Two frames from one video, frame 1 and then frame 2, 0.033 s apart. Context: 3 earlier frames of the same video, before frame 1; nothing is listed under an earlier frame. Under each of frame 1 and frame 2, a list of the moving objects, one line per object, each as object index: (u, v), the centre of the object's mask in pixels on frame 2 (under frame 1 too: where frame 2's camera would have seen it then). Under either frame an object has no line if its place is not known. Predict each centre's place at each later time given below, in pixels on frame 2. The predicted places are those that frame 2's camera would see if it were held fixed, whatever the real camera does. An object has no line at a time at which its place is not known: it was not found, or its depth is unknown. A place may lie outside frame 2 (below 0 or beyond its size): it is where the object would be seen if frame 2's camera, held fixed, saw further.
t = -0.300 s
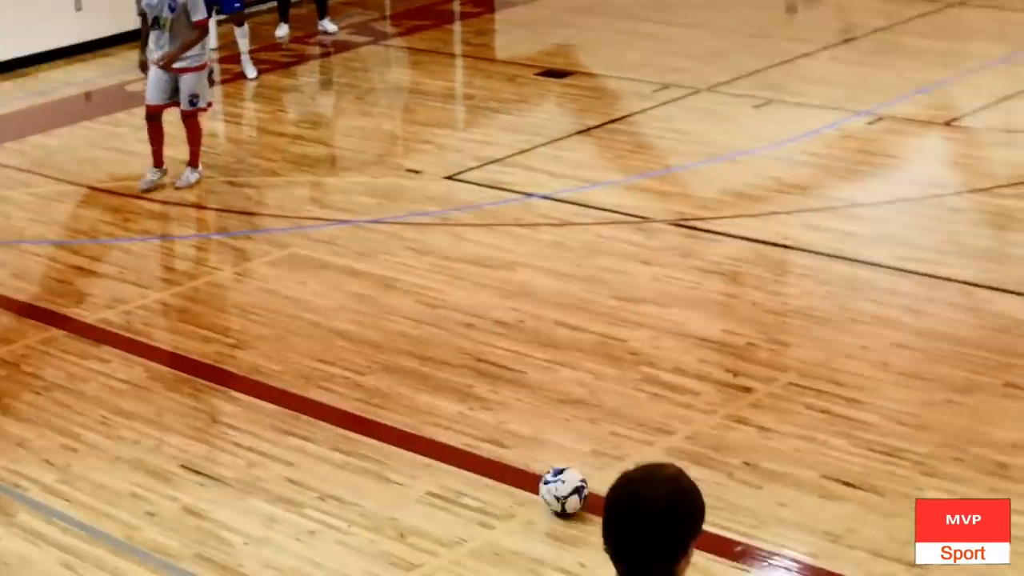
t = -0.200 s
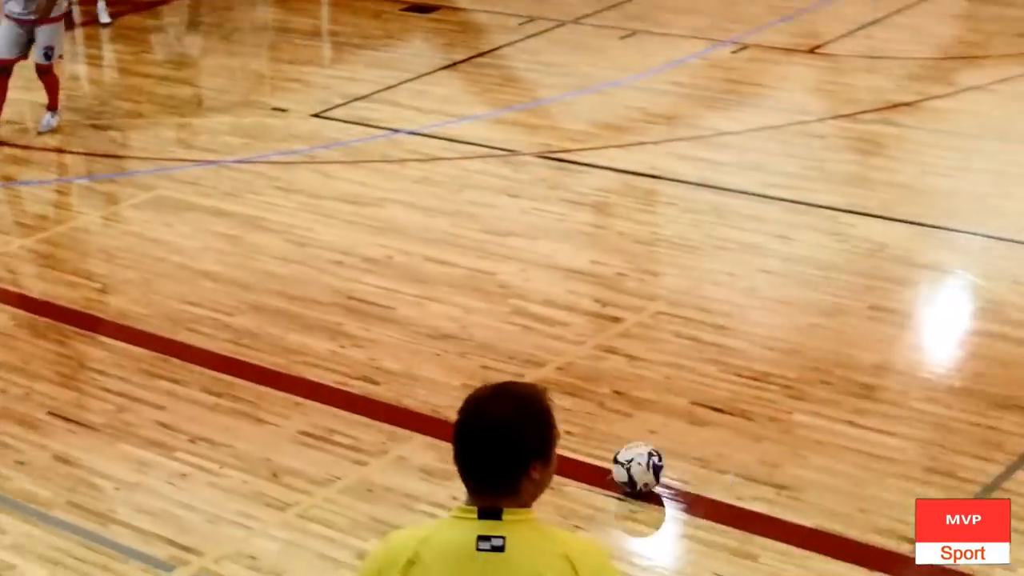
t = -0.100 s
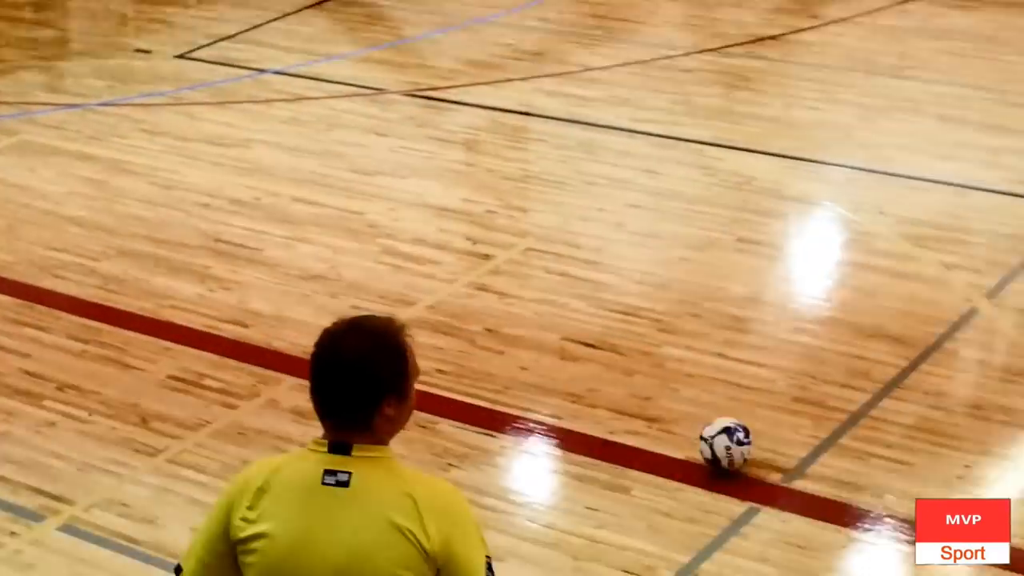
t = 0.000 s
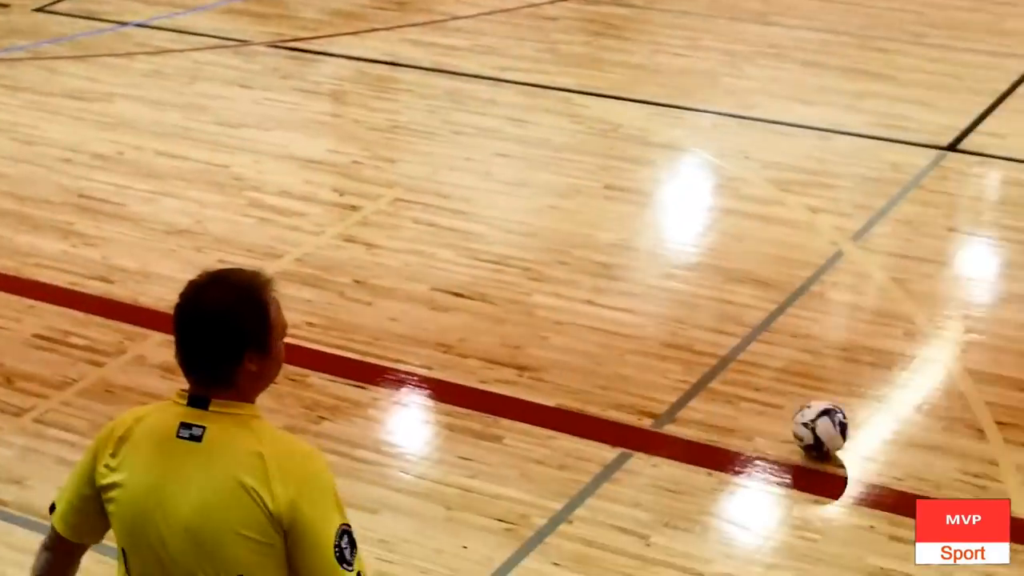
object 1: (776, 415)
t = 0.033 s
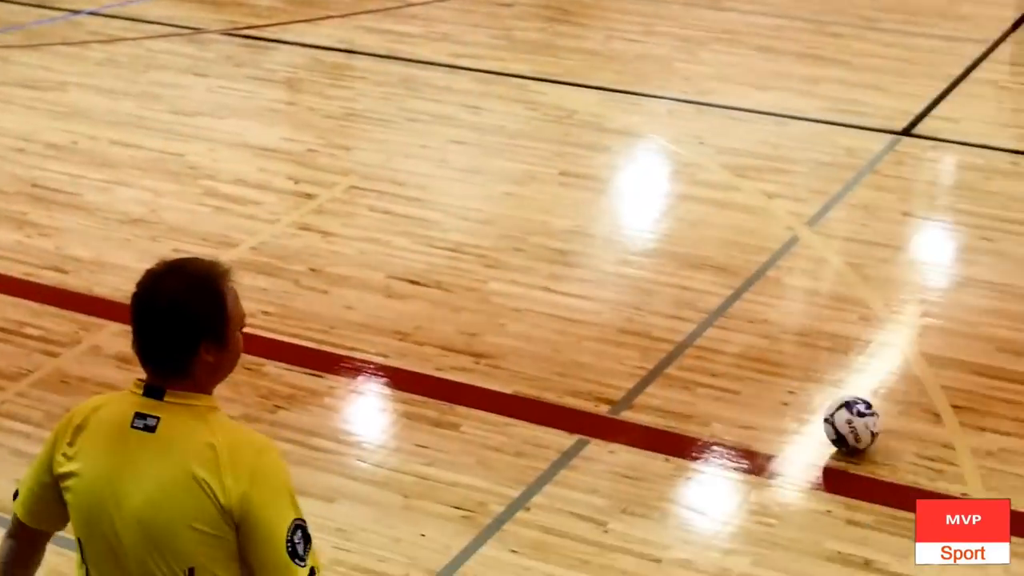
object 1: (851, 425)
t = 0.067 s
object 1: (927, 435)
